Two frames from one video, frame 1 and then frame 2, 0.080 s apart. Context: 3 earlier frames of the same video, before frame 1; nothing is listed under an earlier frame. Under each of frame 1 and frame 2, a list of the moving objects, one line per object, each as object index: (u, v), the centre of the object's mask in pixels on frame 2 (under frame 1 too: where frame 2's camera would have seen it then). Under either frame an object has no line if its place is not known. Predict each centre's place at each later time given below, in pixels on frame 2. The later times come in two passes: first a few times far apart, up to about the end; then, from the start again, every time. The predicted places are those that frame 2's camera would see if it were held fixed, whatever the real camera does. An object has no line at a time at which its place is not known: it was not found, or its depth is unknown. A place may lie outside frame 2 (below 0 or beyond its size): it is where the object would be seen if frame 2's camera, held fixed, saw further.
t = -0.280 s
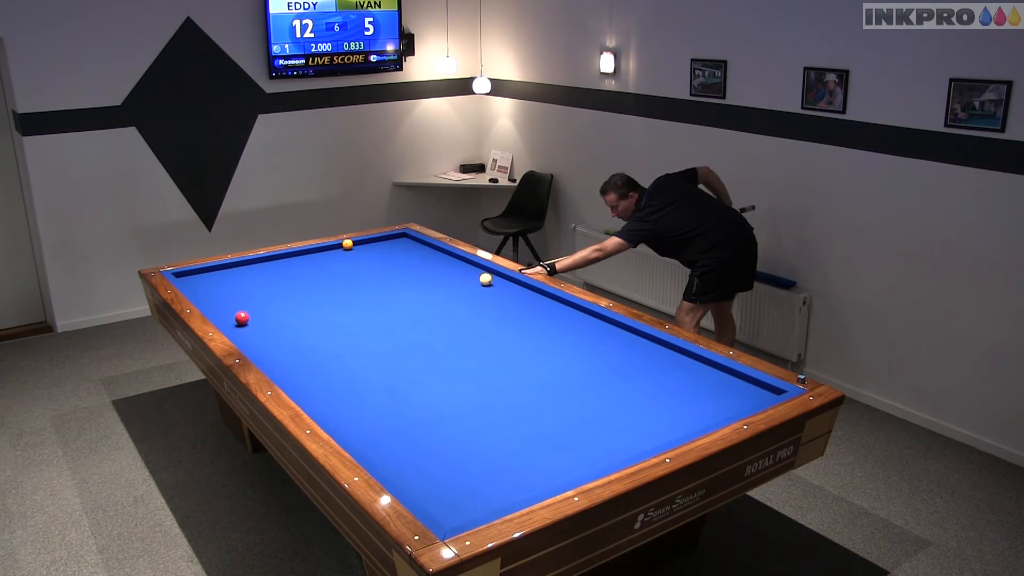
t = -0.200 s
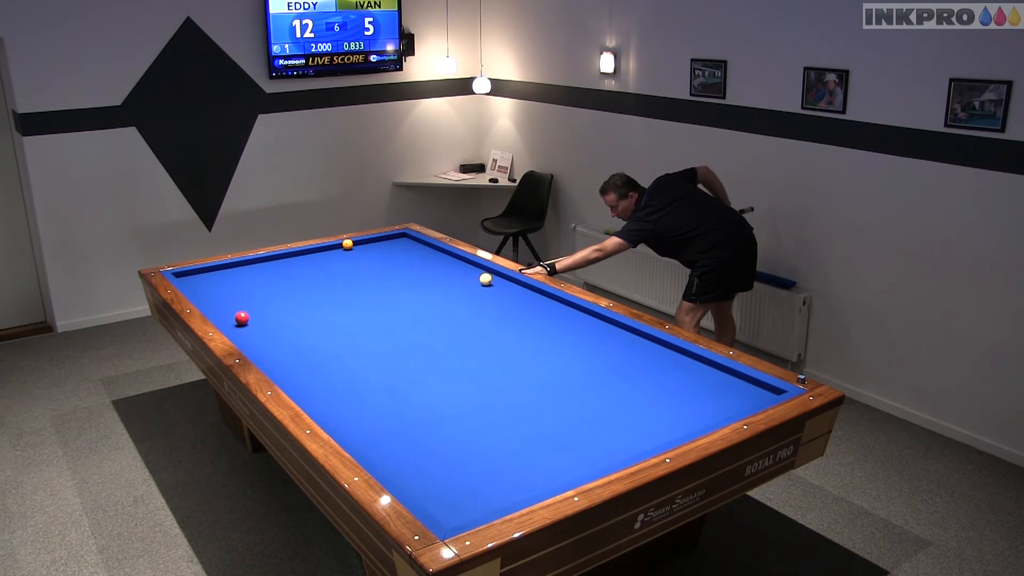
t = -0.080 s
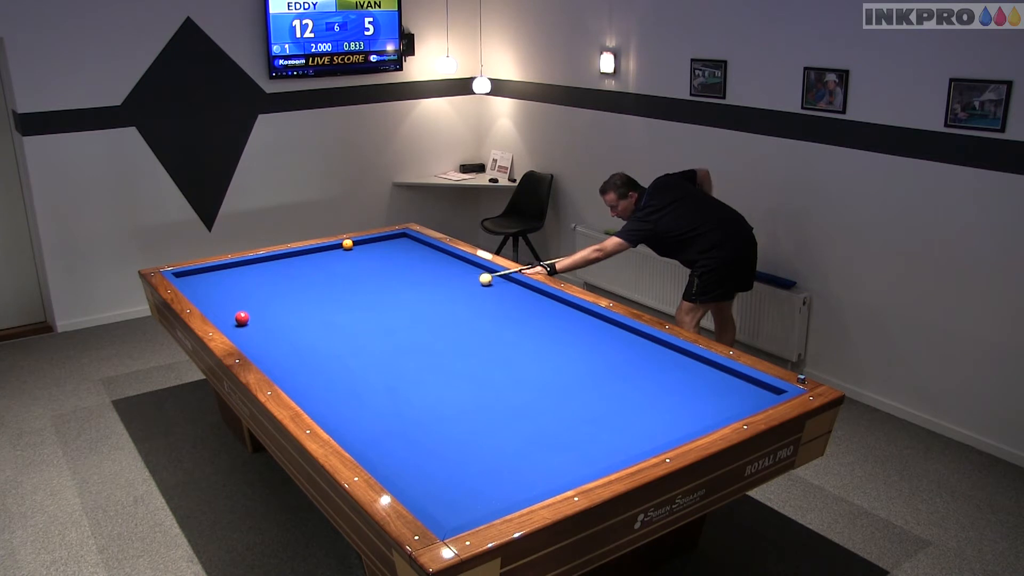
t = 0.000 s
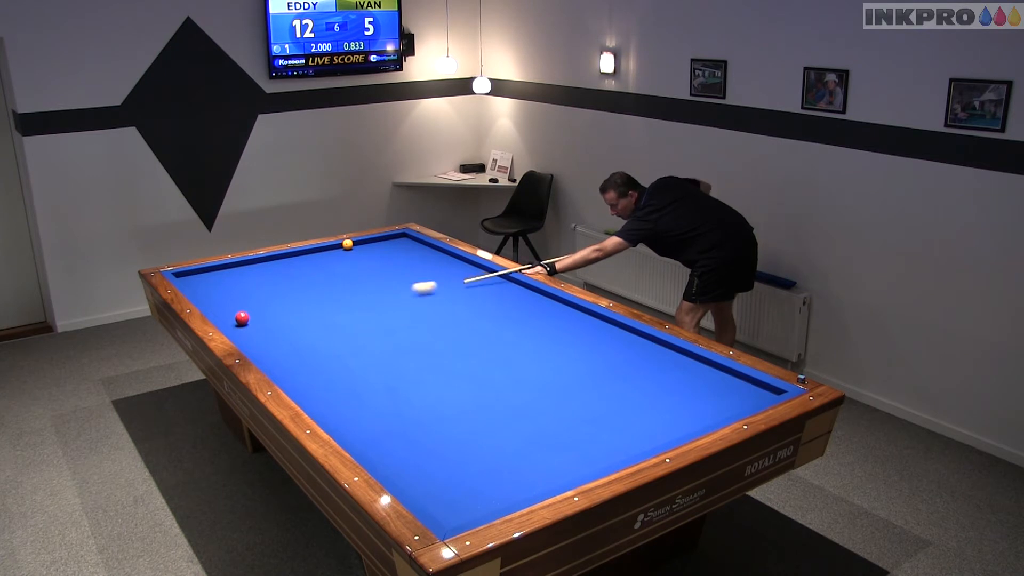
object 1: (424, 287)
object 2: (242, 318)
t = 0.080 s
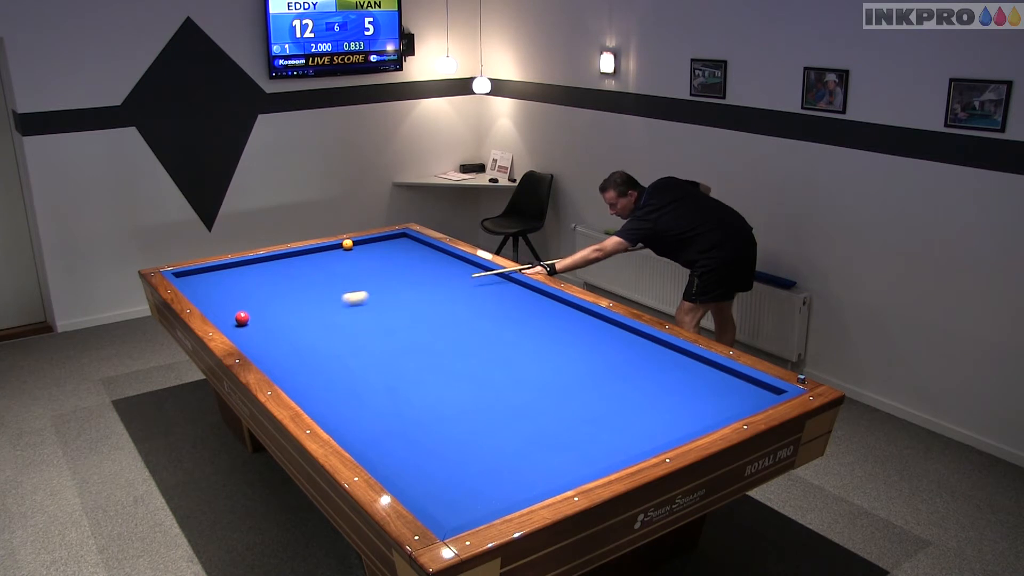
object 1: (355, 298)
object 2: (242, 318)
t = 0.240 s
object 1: (225, 311)
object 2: (234, 324)
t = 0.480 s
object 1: (251, 270)
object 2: (325, 323)
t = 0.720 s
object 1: (320, 262)
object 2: (399, 320)
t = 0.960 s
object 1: (405, 266)
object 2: (470, 318)
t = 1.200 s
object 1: (484, 269)
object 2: (540, 315)
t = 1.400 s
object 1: (484, 287)
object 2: (589, 315)
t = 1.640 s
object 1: (488, 311)
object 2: (569, 328)
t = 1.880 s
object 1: (495, 339)
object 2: (557, 341)
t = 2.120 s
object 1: (502, 372)
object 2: (545, 354)
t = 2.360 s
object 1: (512, 411)
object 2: (532, 368)
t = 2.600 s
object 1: (523, 459)
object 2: (518, 382)
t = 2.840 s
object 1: (489, 487)
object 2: (503, 398)
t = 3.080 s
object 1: (407, 480)
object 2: (488, 415)
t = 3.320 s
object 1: (416, 447)
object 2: (471, 432)
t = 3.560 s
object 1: (420, 420)
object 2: (453, 451)
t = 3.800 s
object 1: (424, 395)
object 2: (435, 471)
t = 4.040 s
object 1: (428, 374)
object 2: (417, 489)
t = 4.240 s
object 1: (431, 358)
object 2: (440, 491)
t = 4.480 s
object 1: (433, 341)
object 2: (466, 493)
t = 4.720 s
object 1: (436, 325)
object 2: (491, 494)
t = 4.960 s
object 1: (438, 311)
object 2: (516, 493)
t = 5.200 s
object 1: (440, 299)
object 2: (528, 487)
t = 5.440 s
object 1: (442, 287)
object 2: (535, 480)
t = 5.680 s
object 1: (444, 277)
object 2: (542, 473)
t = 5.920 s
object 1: (445, 268)
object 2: (549, 466)
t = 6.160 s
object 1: (447, 259)
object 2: (555, 459)
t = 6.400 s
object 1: (443, 253)
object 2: (560, 453)
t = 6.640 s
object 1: (427, 250)
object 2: (565, 447)
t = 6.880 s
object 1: (412, 247)
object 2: (569, 442)
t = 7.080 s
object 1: (400, 245)
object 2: (572, 438)
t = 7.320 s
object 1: (387, 243)
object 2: (576, 434)
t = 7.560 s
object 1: (374, 241)
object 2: (580, 430)
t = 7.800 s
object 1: (369, 242)
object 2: (583, 426)
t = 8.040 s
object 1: (370, 244)
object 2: (586, 422)
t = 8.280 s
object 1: (371, 246)
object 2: (588, 419)
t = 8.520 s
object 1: (371, 248)
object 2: (590, 417)
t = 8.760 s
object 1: (372, 250)
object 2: (592, 414)
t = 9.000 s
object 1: (372, 253)
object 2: (593, 412)
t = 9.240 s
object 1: (373, 255)
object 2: (594, 410)
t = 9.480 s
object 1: (373, 256)
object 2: (595, 409)
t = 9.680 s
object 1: (373, 258)
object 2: (596, 408)
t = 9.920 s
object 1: (374, 260)
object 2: (597, 407)
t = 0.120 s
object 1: (320, 303)
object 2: (242, 318)
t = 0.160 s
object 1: (284, 308)
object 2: (242, 318)
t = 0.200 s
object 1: (251, 312)
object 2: (241, 319)
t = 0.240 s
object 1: (225, 311)
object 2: (234, 324)
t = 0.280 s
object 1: (220, 305)
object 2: (250, 324)
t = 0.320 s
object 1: (227, 297)
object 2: (266, 324)
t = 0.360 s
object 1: (234, 290)
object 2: (282, 324)
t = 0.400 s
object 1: (241, 283)
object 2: (297, 323)
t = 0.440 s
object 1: (246, 276)
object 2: (311, 323)
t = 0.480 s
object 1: (251, 270)
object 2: (325, 323)
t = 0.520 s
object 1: (255, 265)
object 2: (338, 322)
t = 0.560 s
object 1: (259, 259)
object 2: (351, 322)
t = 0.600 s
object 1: (274, 260)
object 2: (363, 321)
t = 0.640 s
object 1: (289, 261)
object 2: (375, 321)
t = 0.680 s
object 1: (305, 262)
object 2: (387, 321)
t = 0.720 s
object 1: (320, 262)
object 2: (399, 320)
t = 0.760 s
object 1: (335, 263)
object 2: (411, 320)
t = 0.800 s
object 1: (349, 264)
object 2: (423, 319)
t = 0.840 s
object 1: (364, 264)
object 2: (435, 319)
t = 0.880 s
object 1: (378, 265)
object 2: (447, 318)
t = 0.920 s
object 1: (392, 266)
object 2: (458, 318)
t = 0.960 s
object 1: (405, 266)
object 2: (470, 318)
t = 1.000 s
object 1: (418, 267)
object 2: (482, 317)
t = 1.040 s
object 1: (431, 267)
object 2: (494, 317)
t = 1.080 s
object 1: (444, 268)
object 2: (505, 317)
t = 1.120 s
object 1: (457, 268)
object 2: (517, 316)
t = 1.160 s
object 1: (471, 269)
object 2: (529, 316)
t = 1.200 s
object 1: (484, 269)
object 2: (540, 315)
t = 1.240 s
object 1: (486, 272)
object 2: (552, 315)
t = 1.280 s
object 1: (485, 276)
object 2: (563, 315)
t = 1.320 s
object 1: (484, 280)
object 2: (575, 314)
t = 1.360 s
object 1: (484, 284)
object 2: (586, 313)
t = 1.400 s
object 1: (484, 287)
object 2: (589, 315)
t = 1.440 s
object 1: (484, 291)
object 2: (585, 317)
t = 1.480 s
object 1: (485, 295)
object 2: (580, 320)
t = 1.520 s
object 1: (486, 299)
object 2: (577, 322)
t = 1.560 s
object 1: (487, 303)
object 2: (573, 324)
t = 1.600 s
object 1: (488, 307)
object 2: (571, 326)
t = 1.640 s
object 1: (488, 311)
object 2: (569, 328)
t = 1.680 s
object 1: (489, 316)
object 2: (567, 330)
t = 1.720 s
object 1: (490, 320)
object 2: (565, 332)
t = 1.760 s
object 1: (491, 325)
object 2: (563, 334)
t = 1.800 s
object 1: (493, 329)
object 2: (561, 336)
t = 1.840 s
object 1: (494, 334)
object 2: (559, 338)
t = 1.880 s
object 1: (495, 339)
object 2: (557, 341)
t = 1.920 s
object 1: (496, 344)
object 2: (555, 343)
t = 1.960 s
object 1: (497, 349)
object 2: (553, 345)
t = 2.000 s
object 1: (498, 355)
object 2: (551, 347)
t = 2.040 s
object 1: (500, 360)
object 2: (549, 349)
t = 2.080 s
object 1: (501, 366)
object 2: (547, 351)
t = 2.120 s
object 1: (502, 372)
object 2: (545, 354)
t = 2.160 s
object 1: (504, 378)
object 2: (543, 356)
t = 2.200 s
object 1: (505, 384)
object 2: (541, 358)
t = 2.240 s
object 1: (507, 391)
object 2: (538, 360)
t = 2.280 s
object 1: (508, 397)
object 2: (536, 363)
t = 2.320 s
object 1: (510, 404)
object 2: (534, 365)
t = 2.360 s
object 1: (512, 411)
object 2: (532, 368)
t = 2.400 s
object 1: (513, 419)
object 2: (529, 370)
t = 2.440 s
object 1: (515, 426)
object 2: (527, 372)
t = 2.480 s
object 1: (517, 434)
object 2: (525, 375)
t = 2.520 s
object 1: (519, 443)
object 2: (523, 377)
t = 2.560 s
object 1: (521, 451)
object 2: (520, 380)
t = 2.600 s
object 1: (523, 459)
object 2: (518, 382)
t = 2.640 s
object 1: (525, 469)
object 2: (515, 385)
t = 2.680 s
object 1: (527, 478)
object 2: (513, 387)
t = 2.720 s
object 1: (529, 486)
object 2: (511, 390)
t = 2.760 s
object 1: (522, 490)
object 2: (508, 393)
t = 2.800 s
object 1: (505, 489)
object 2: (506, 395)
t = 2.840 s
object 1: (489, 487)
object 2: (503, 398)
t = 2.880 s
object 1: (473, 486)
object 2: (501, 401)
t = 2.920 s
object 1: (458, 485)
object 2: (498, 404)
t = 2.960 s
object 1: (444, 484)
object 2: (495, 406)
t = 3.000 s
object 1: (431, 483)
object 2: (493, 409)
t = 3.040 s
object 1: (417, 482)
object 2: (490, 412)
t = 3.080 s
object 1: (407, 480)
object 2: (488, 415)
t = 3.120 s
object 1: (409, 475)
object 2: (485, 418)
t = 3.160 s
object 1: (412, 469)
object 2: (482, 421)
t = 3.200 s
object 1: (413, 463)
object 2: (479, 423)
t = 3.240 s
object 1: (414, 458)
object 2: (477, 426)
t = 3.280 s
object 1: (415, 453)
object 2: (474, 429)
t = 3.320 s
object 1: (416, 447)
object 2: (471, 432)
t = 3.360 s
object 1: (416, 442)
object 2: (468, 436)
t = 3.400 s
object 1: (417, 438)
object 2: (465, 438)
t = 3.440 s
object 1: (418, 433)
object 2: (462, 442)
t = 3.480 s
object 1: (419, 429)
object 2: (459, 445)
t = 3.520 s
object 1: (419, 424)
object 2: (456, 448)
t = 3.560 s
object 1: (420, 420)
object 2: (453, 451)
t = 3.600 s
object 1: (421, 415)
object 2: (450, 454)
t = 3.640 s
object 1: (422, 411)
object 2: (447, 457)
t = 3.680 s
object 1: (422, 407)
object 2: (444, 461)
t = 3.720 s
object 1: (423, 403)
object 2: (441, 464)
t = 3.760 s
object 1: (424, 399)
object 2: (438, 467)
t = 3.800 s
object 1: (424, 395)
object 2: (435, 471)
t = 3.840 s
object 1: (425, 392)
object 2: (431, 474)
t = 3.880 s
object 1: (426, 388)
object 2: (428, 477)
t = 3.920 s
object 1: (426, 384)
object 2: (425, 481)
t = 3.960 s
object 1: (427, 381)
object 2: (422, 484)
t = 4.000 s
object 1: (427, 377)
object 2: (419, 487)
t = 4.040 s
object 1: (428, 374)
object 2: (417, 489)
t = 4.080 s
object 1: (428, 370)
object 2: (422, 490)
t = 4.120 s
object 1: (429, 367)
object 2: (426, 491)
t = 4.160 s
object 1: (430, 364)
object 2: (431, 491)
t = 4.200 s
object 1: (430, 361)
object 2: (435, 491)
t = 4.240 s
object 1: (431, 358)
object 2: (440, 491)
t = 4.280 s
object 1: (431, 355)
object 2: (444, 492)
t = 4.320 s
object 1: (432, 352)
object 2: (448, 492)
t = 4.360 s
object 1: (432, 349)
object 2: (453, 492)
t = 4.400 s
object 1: (432, 346)
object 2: (457, 492)
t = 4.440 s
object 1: (433, 343)
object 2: (462, 493)
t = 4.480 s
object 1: (433, 341)
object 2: (466, 493)
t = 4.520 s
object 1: (434, 338)
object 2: (470, 493)
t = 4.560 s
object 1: (434, 335)
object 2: (475, 493)
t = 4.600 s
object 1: (435, 333)
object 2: (479, 493)
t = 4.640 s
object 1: (435, 330)
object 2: (483, 494)
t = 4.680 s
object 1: (436, 328)
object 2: (487, 494)
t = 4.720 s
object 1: (436, 325)
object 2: (491, 494)
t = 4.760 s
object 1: (436, 323)
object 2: (496, 494)
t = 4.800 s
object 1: (437, 321)
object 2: (500, 494)
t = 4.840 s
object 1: (437, 318)
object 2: (504, 494)
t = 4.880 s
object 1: (437, 316)
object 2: (508, 494)
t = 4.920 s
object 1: (438, 314)
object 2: (512, 493)
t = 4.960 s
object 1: (438, 311)
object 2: (516, 493)
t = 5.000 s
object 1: (439, 309)
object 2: (520, 492)
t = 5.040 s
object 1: (439, 307)
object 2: (522, 491)
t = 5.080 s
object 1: (439, 305)
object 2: (524, 490)
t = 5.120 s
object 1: (440, 303)
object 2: (525, 489)
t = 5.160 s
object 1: (440, 301)
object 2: (526, 488)
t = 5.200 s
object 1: (440, 299)
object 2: (528, 487)
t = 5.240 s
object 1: (441, 297)
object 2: (529, 486)
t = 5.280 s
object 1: (441, 295)
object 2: (530, 485)
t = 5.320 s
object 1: (441, 293)
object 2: (532, 484)
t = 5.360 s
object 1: (442, 291)
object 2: (533, 483)
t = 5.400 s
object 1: (442, 289)
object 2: (534, 482)
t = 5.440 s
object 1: (442, 287)
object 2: (535, 480)
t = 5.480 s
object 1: (442, 286)
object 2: (537, 479)
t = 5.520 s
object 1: (443, 284)
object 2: (538, 479)
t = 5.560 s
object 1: (443, 282)
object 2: (539, 477)
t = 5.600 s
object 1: (443, 280)
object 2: (540, 475)
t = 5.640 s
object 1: (444, 279)
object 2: (541, 474)
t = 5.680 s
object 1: (444, 277)
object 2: (542, 473)
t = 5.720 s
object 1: (444, 276)
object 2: (544, 472)
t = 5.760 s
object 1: (444, 274)
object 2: (545, 471)
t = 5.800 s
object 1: (445, 272)
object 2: (546, 469)
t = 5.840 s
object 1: (445, 271)
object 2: (547, 468)
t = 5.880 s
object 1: (445, 269)
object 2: (548, 467)
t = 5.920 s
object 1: (445, 268)
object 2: (549, 466)
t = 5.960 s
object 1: (446, 266)
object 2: (550, 464)
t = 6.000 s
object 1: (446, 264)
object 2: (551, 463)
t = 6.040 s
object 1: (446, 263)
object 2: (552, 463)
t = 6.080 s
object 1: (446, 262)
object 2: (553, 461)
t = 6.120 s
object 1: (447, 261)
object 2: (554, 460)
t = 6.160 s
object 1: (447, 259)
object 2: (555, 459)
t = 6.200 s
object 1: (447, 258)
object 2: (556, 458)
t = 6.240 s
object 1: (447, 256)
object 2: (557, 457)
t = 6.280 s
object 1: (448, 255)
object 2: (558, 456)
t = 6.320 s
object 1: (448, 254)
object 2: (558, 455)
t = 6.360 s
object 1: (446, 253)
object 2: (559, 454)
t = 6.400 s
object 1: (443, 253)
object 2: (560, 453)
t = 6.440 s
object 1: (440, 252)
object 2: (561, 452)
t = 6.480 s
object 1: (438, 252)
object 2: (562, 451)
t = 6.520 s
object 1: (435, 251)
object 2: (562, 450)
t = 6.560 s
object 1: (432, 251)
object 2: (563, 449)
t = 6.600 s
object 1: (429, 251)
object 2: (564, 448)
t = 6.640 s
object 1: (427, 250)
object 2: (565, 447)
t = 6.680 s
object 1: (424, 249)
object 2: (565, 446)
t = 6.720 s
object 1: (422, 249)
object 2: (566, 446)
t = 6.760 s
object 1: (420, 249)
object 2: (567, 445)
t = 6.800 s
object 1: (417, 248)
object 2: (568, 444)
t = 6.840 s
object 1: (415, 248)
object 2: (568, 443)
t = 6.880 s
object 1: (412, 247)
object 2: (569, 442)
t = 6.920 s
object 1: (410, 247)
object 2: (570, 441)
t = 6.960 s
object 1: (407, 247)
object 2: (570, 440)
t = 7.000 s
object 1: (405, 246)
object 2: (571, 440)
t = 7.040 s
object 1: (403, 246)
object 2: (572, 439)
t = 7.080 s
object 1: (400, 245)
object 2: (572, 438)
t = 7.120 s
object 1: (398, 245)
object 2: (573, 437)
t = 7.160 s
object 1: (396, 245)
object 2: (574, 437)
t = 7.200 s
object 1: (393, 244)
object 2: (574, 436)
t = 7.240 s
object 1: (391, 244)
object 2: (575, 435)
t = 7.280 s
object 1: (389, 244)
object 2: (575, 435)
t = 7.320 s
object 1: (387, 243)
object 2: (576, 434)
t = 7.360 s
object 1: (385, 243)
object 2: (577, 433)
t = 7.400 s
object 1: (382, 242)
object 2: (577, 432)
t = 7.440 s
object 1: (380, 242)
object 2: (578, 432)
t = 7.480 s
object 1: (378, 241)
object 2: (578, 431)
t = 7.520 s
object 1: (376, 241)
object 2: (579, 430)
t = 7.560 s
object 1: (374, 241)
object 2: (580, 430)
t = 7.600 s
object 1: (372, 240)
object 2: (580, 429)
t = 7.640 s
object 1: (369, 240)
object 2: (581, 429)
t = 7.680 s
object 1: (369, 240)
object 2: (581, 428)
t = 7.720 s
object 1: (369, 241)
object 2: (582, 427)
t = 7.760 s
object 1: (369, 241)
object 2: (582, 427)
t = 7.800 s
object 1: (369, 242)
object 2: (583, 426)
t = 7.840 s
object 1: (369, 242)
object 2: (583, 425)
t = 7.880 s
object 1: (370, 242)
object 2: (584, 425)
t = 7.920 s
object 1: (370, 243)
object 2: (584, 424)
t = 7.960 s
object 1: (370, 243)
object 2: (585, 424)
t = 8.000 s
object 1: (370, 244)
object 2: (585, 423)
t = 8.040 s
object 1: (370, 244)
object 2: (586, 422)
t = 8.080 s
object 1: (370, 244)
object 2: (586, 422)
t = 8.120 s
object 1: (370, 245)
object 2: (587, 422)
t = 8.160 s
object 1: (370, 245)
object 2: (587, 421)
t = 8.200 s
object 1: (370, 245)
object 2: (587, 420)
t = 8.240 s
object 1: (371, 246)
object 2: (588, 420)
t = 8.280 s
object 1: (371, 246)
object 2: (588, 419)
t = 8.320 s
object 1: (371, 247)
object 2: (588, 419)
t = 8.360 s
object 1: (371, 247)
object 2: (589, 418)
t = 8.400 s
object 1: (371, 247)
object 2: (589, 418)
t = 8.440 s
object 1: (371, 248)
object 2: (589, 417)
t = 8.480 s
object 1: (371, 248)
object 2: (590, 417)
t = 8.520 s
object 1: (371, 248)
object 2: (590, 417)
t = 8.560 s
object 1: (371, 249)
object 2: (590, 416)
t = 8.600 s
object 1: (372, 249)
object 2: (591, 416)
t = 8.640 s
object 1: (371, 249)
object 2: (591, 416)
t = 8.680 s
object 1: (372, 250)
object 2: (591, 415)
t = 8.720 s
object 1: (372, 250)
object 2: (592, 415)
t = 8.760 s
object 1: (372, 250)
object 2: (592, 414)
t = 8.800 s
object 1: (372, 251)
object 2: (592, 414)
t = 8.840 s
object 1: (372, 251)
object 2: (592, 414)
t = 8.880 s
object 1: (372, 252)
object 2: (593, 413)
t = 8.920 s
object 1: (372, 252)
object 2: (593, 413)
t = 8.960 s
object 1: (372, 252)
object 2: (593, 413)
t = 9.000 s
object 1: (372, 253)
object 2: (593, 412)
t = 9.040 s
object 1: (372, 253)
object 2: (593, 412)
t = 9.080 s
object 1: (372, 253)
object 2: (594, 412)
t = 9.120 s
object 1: (372, 254)
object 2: (594, 411)
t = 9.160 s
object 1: (372, 254)
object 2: (594, 411)
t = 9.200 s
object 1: (372, 254)
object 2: (594, 411)
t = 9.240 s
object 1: (373, 255)
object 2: (594, 410)
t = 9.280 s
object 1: (373, 255)
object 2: (595, 410)
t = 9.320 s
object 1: (373, 255)
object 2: (595, 410)
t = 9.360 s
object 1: (373, 256)
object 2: (595, 410)
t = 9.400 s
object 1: (373, 256)
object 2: (595, 410)
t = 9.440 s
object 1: (373, 256)
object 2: (595, 409)
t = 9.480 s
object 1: (373, 256)
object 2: (595, 409)
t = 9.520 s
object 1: (373, 257)
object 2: (595, 409)
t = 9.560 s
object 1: (373, 257)
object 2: (596, 409)
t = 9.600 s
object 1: (373, 257)
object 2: (596, 409)
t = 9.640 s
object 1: (373, 258)
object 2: (596, 408)
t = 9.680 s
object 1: (373, 258)
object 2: (596, 408)
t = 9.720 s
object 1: (373, 258)
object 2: (596, 408)
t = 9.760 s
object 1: (373, 259)
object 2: (596, 408)
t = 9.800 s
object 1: (374, 259)
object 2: (596, 407)
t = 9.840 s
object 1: (374, 259)
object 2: (597, 407)
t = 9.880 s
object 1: (374, 260)
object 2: (597, 407)
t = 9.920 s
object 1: (374, 260)
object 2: (597, 407)
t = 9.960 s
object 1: (374, 260)
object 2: (597, 407)
